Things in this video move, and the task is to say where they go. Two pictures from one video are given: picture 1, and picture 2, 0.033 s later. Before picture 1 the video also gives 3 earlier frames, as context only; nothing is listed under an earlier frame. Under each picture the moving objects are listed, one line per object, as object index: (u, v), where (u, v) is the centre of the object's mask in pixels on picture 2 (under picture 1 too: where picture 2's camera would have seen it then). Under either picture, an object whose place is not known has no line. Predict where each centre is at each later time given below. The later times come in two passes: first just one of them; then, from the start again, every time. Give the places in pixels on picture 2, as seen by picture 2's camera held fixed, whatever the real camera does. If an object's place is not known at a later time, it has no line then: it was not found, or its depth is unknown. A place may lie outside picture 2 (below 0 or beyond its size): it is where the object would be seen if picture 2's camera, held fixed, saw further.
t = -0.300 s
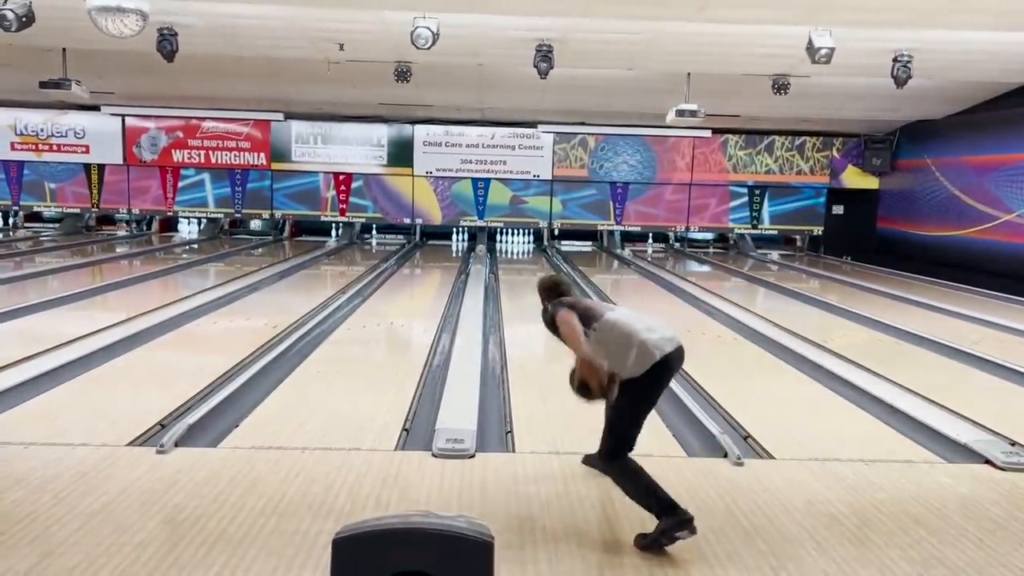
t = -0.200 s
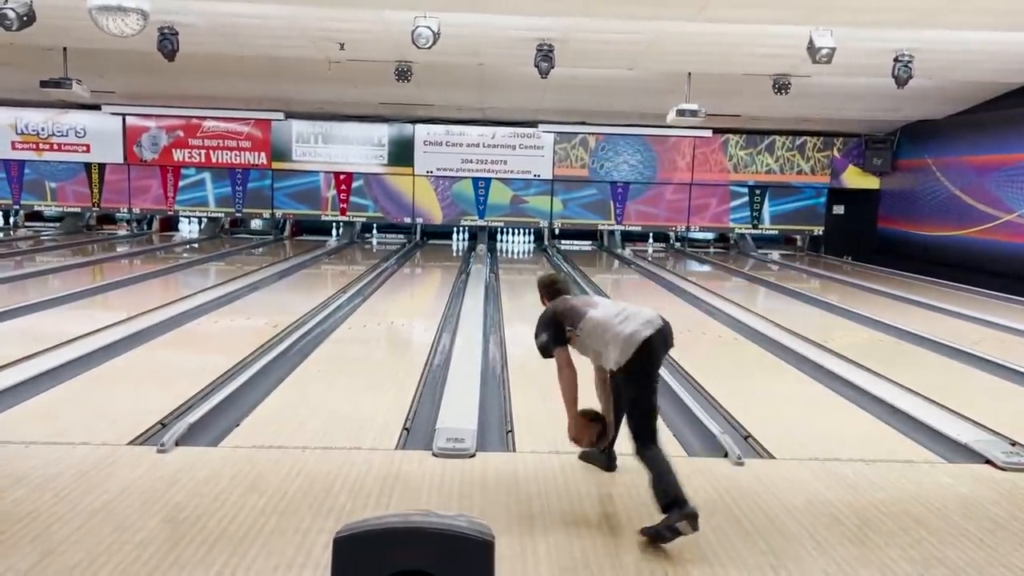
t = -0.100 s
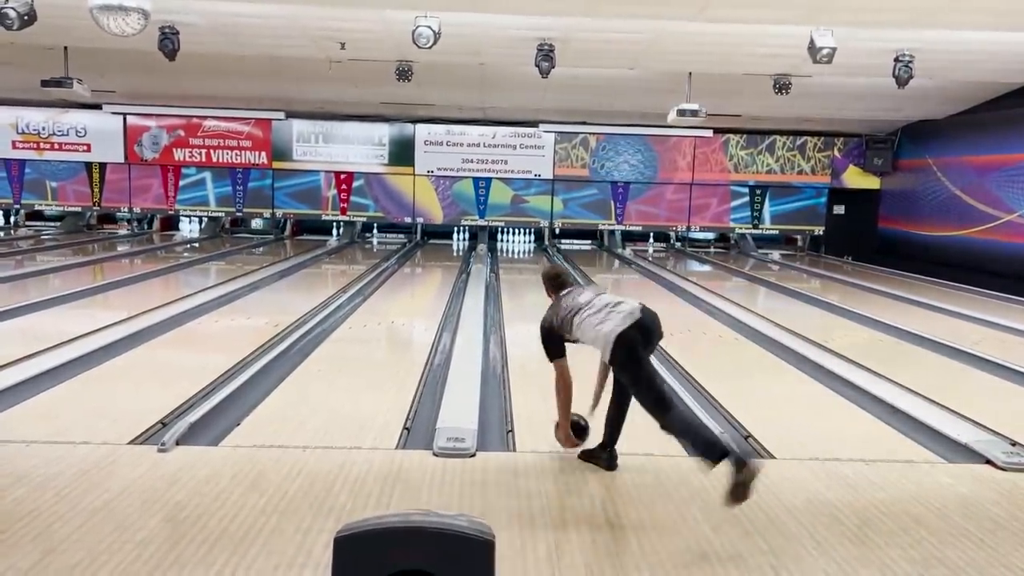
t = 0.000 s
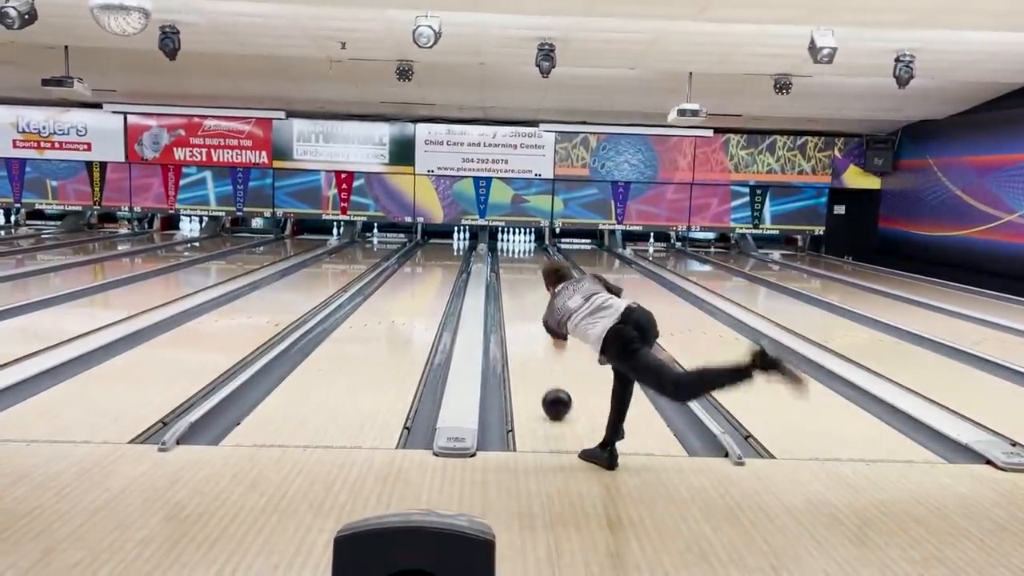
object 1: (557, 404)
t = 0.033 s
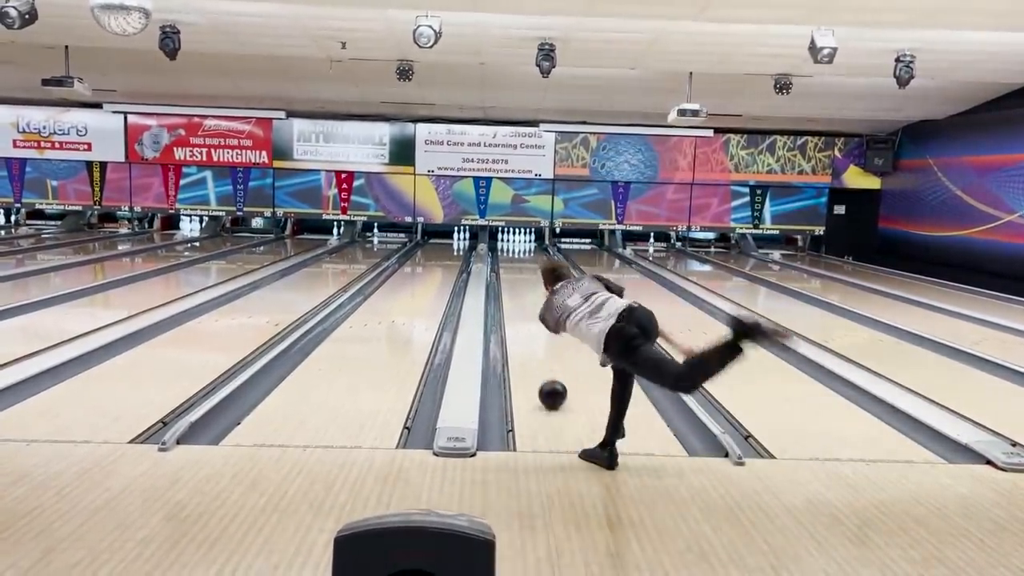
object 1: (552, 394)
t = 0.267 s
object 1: (532, 344)
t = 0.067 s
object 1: (549, 386)
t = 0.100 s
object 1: (545, 377)
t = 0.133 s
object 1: (542, 369)
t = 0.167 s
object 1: (539, 363)
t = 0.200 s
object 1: (537, 356)
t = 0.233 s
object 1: (534, 350)
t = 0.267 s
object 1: (532, 344)
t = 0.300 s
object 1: (530, 339)
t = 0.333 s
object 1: (528, 333)
